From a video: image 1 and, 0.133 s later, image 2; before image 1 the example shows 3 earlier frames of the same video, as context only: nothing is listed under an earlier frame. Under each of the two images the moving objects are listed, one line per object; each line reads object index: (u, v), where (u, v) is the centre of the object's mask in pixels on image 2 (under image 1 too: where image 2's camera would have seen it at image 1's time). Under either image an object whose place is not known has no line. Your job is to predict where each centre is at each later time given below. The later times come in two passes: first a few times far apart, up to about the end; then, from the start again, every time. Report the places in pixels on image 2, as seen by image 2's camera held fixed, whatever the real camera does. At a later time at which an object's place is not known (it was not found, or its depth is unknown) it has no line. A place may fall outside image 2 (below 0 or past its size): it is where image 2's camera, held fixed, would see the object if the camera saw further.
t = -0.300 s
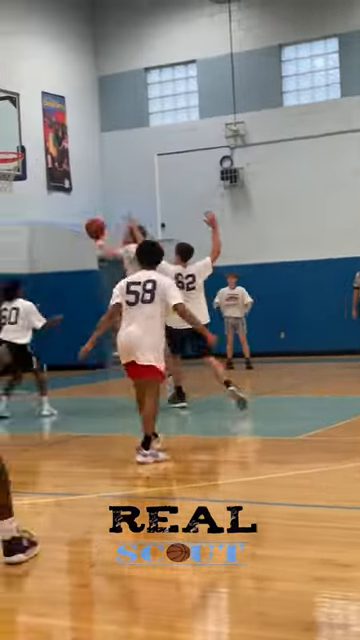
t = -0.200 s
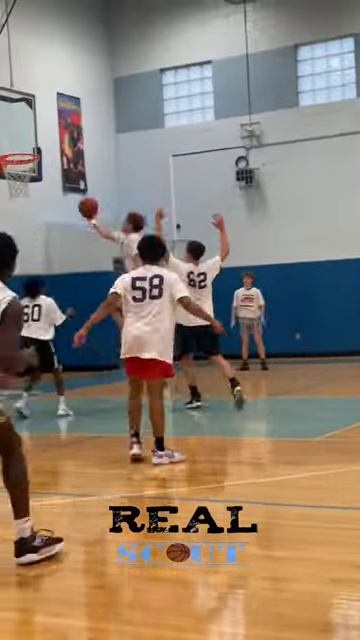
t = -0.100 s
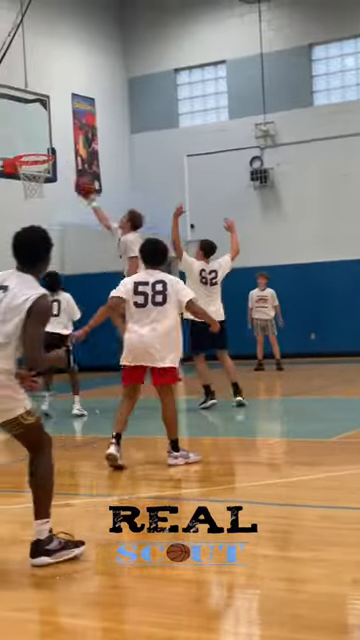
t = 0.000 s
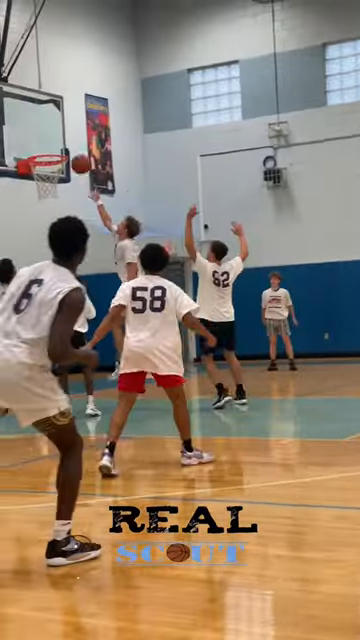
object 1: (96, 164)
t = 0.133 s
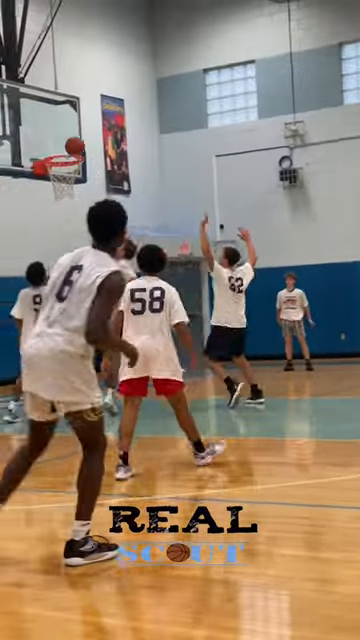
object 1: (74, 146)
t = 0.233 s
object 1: (58, 142)
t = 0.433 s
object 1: (50, 144)
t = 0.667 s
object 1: (72, 148)
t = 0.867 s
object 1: (72, 149)
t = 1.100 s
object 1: (62, 151)
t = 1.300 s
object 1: (54, 150)
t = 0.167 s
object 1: (69, 144)
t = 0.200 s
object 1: (64, 142)
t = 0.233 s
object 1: (58, 142)
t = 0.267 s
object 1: (53, 142)
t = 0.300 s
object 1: (49, 143)
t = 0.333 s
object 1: (49, 142)
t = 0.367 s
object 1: (49, 142)
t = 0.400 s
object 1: (50, 143)
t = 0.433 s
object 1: (50, 144)
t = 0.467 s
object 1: (51, 147)
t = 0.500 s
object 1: (52, 151)
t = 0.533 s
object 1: (55, 150)
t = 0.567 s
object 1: (61, 150)
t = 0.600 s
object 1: (66, 150)
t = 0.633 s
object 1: (71, 150)
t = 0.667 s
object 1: (72, 148)
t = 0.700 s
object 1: (73, 149)
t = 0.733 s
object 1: (74, 149)
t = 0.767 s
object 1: (74, 149)
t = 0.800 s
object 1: (73, 148)
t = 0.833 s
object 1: (73, 149)
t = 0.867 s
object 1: (72, 149)
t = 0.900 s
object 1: (72, 148)
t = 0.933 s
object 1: (70, 148)
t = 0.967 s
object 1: (69, 149)
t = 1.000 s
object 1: (67, 150)
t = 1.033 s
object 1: (66, 150)
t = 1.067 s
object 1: (64, 150)
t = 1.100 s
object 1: (62, 151)
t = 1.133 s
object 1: (61, 152)
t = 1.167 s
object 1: (59, 151)
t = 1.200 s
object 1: (57, 150)
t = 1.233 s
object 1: (55, 149)
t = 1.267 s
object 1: (55, 149)
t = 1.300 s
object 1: (54, 150)
